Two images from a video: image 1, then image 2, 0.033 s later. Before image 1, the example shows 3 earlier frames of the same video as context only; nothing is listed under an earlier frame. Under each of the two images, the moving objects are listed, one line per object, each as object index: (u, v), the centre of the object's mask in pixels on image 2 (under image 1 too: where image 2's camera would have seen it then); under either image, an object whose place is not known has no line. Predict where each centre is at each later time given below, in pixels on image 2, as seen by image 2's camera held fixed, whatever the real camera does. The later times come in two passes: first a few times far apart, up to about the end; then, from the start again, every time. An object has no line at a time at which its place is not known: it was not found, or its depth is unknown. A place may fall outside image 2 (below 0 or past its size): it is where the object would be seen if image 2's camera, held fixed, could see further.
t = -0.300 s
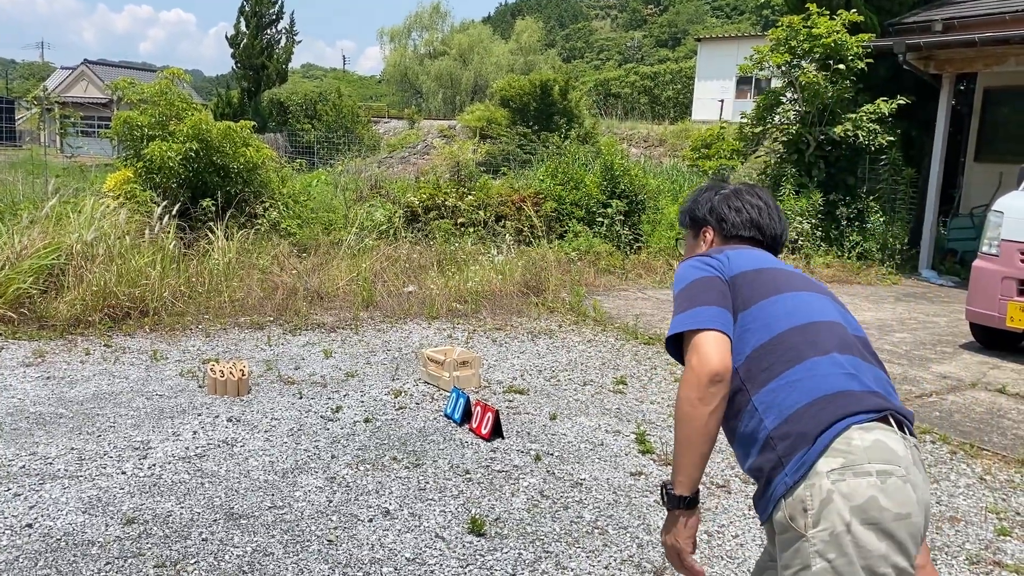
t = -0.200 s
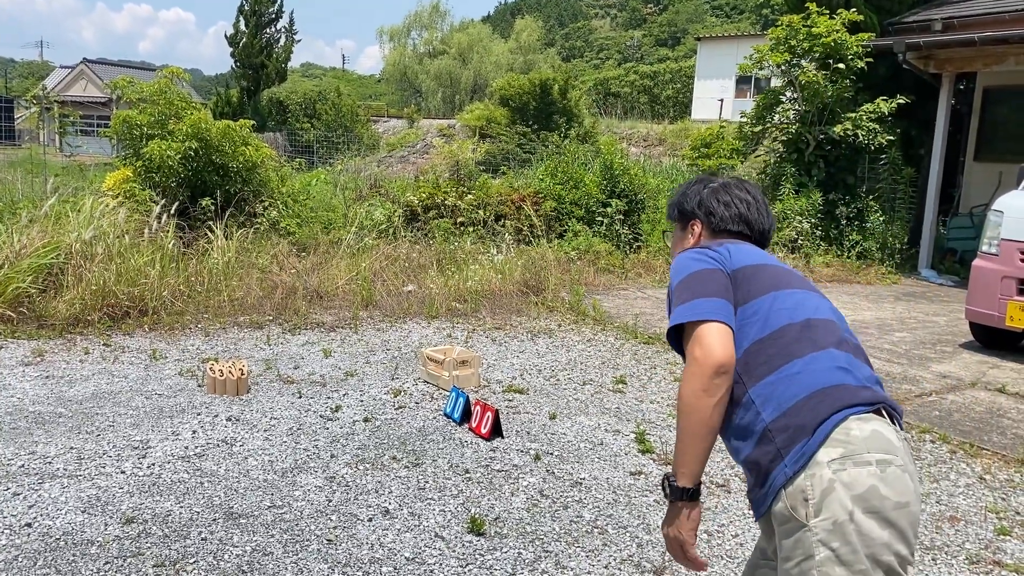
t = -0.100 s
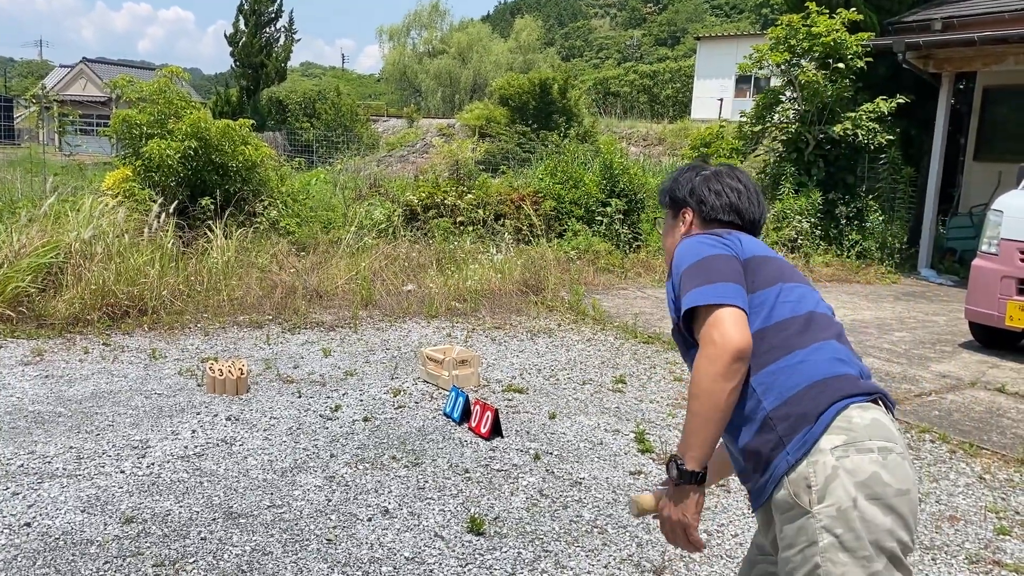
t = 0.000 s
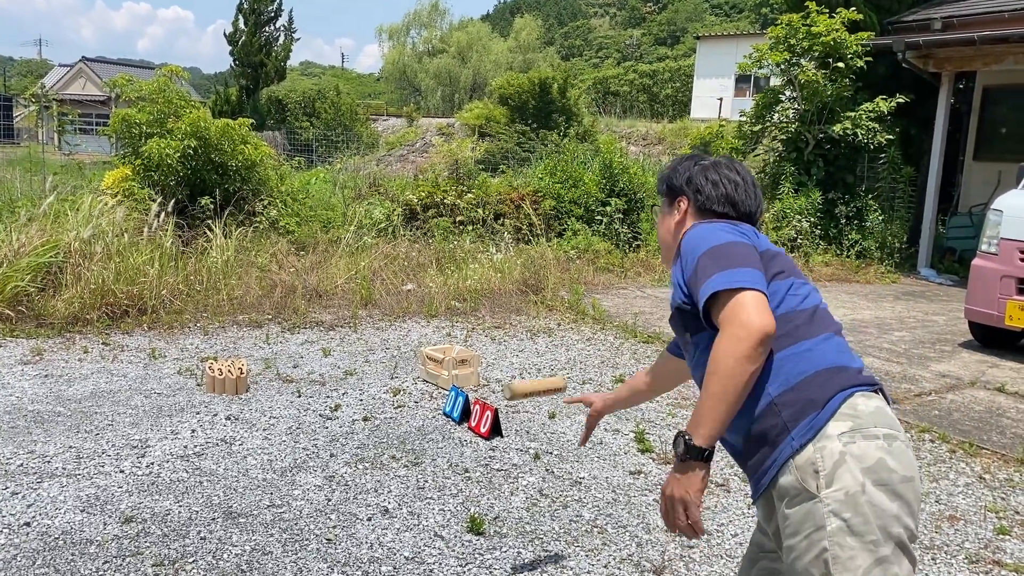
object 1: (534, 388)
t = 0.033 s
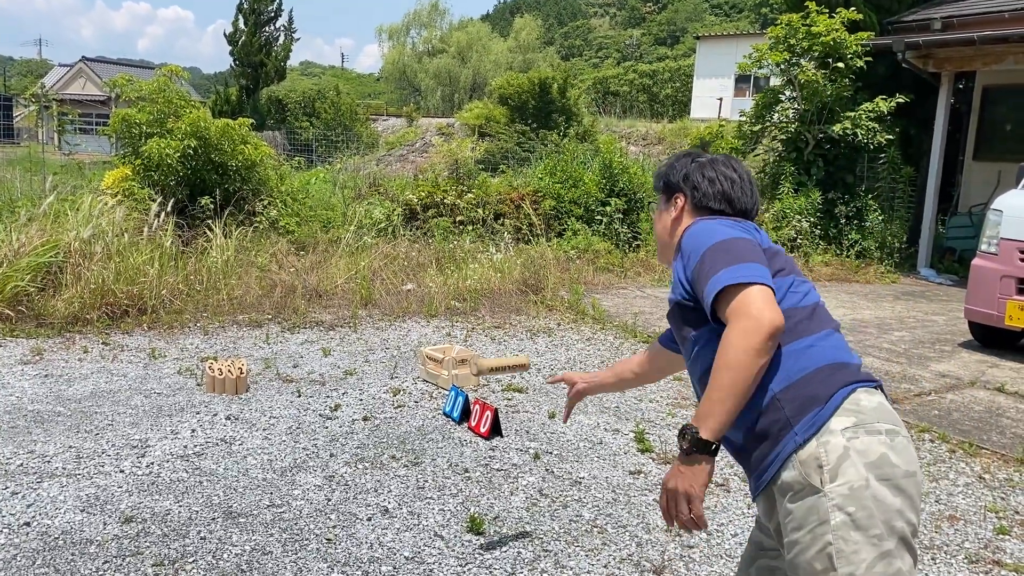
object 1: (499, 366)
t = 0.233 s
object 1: (348, 320)
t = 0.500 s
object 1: (259, 366)
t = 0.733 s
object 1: (313, 353)
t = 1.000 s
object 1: (339, 350)
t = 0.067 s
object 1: (469, 349)
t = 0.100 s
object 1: (441, 336)
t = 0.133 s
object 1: (415, 327)
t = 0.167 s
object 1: (391, 322)
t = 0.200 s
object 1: (368, 320)
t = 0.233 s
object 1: (348, 320)
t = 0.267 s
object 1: (331, 323)
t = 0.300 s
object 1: (313, 327)
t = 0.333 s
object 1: (297, 334)
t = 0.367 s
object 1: (283, 342)
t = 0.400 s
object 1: (269, 352)
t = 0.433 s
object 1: (257, 363)
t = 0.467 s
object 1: (252, 368)
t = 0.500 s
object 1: (259, 366)
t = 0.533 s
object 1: (265, 364)
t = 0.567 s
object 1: (277, 359)
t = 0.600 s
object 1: (286, 357)
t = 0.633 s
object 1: (297, 359)
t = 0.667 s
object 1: (300, 355)
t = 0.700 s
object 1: (306, 352)
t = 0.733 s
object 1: (313, 353)
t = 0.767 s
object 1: (318, 354)
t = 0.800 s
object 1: (321, 353)
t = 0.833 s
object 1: (325, 354)
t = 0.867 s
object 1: (329, 353)
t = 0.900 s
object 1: (331, 352)
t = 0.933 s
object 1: (335, 352)
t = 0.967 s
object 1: (337, 351)
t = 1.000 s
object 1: (339, 350)
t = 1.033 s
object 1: (340, 350)
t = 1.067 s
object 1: (342, 350)
